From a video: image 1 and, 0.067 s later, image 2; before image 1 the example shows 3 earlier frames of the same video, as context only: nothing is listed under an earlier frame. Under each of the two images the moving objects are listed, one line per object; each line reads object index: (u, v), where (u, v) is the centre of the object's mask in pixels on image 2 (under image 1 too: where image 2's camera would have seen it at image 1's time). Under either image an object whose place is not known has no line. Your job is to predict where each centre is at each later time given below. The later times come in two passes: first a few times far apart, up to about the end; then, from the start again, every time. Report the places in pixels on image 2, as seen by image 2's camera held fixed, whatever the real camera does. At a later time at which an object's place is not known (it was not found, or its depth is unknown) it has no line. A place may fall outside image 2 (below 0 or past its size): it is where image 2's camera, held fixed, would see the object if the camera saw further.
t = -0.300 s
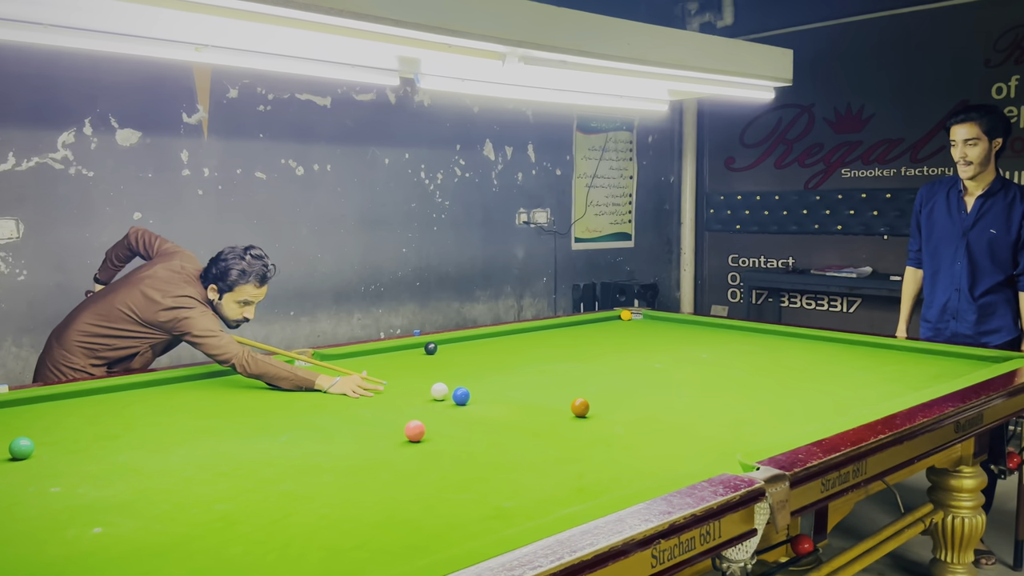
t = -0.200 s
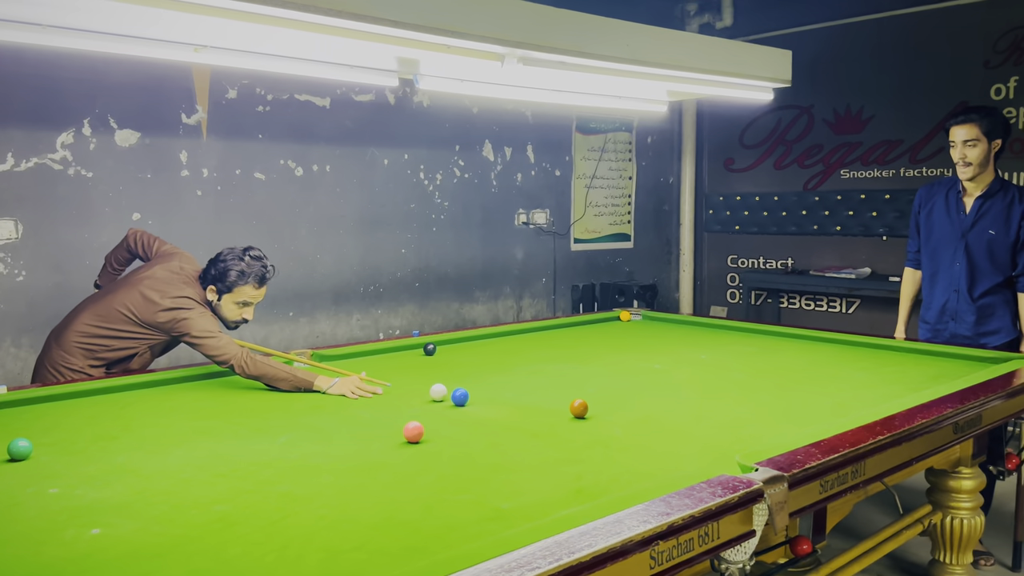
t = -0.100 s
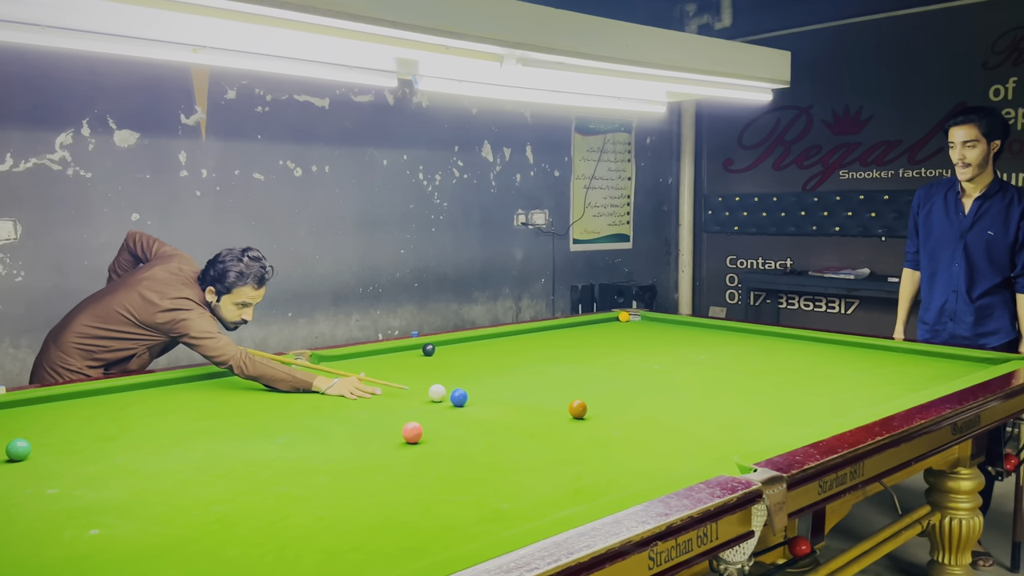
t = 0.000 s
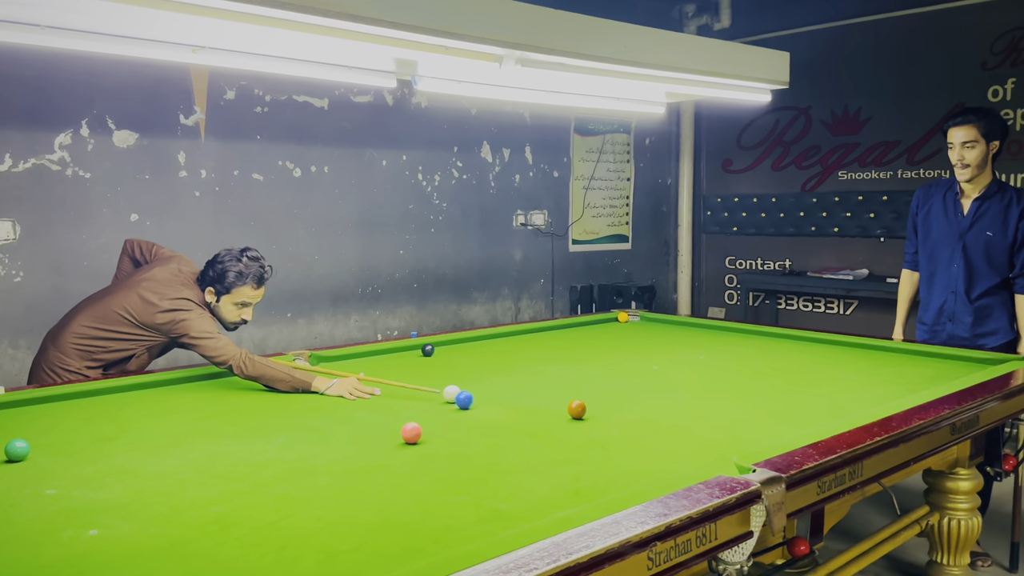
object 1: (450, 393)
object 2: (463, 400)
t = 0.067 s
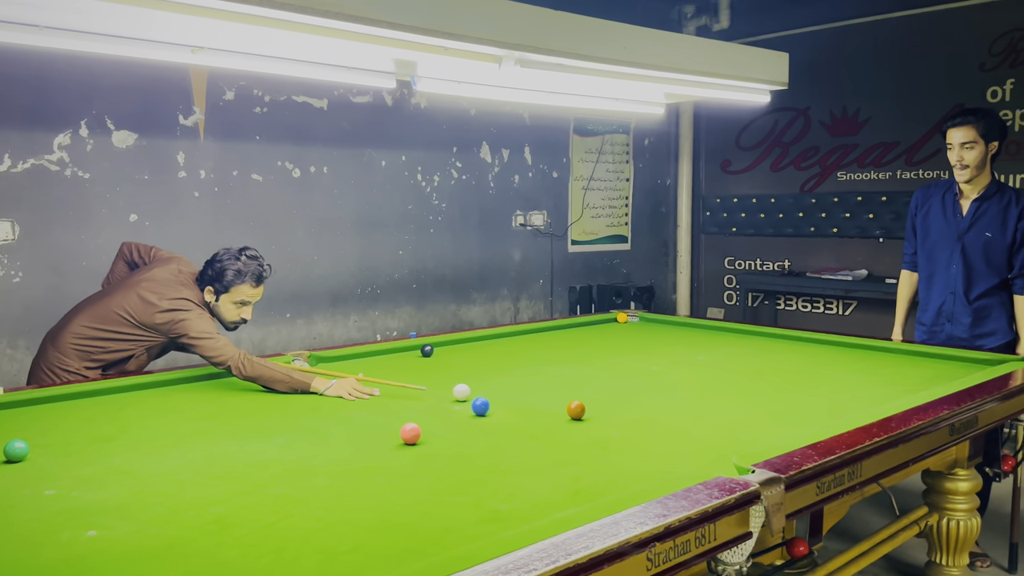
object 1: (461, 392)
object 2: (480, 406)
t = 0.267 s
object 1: (489, 386)
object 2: (527, 423)
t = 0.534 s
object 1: (521, 380)
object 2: (600, 448)
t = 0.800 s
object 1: (550, 373)
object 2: (676, 468)
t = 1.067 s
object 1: (575, 368)
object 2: (650, 448)
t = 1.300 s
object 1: (595, 364)
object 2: (631, 431)
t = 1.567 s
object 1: (614, 360)
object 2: (614, 415)
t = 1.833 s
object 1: (632, 356)
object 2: (600, 402)
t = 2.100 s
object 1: (648, 352)
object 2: (588, 391)
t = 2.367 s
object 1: (662, 349)
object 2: (578, 381)
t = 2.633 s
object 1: (673, 347)
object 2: (569, 373)
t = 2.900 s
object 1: (684, 345)
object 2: (562, 366)
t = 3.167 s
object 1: (694, 344)
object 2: (556, 361)
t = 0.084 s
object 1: (464, 391)
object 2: (484, 408)
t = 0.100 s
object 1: (466, 391)
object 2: (488, 409)
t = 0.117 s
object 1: (468, 391)
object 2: (492, 410)
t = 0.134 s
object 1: (471, 390)
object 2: (495, 412)
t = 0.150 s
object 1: (473, 390)
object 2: (499, 413)
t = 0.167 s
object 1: (475, 389)
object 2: (503, 414)
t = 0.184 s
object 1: (478, 389)
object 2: (507, 416)
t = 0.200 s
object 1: (480, 388)
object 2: (511, 417)
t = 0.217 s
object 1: (482, 388)
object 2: (515, 418)
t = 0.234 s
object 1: (484, 387)
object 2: (519, 420)
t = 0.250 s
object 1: (486, 387)
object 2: (523, 421)
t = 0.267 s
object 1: (489, 386)
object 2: (527, 423)
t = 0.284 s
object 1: (491, 386)
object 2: (532, 424)
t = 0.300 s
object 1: (493, 386)
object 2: (536, 425)
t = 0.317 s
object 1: (495, 385)
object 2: (540, 427)
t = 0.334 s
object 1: (497, 385)
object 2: (544, 428)
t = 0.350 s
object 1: (499, 384)
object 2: (549, 430)
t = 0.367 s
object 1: (501, 384)
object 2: (553, 432)
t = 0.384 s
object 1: (503, 383)
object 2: (557, 433)
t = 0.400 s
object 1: (505, 383)
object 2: (562, 435)
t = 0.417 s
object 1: (507, 383)
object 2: (567, 436)
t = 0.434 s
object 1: (509, 382)
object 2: (571, 438)
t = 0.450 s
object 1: (511, 381)
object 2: (576, 440)
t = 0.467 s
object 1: (513, 381)
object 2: (581, 441)
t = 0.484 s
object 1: (515, 381)
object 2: (585, 443)
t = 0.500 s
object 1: (517, 380)
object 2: (590, 444)
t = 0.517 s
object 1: (519, 380)
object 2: (595, 446)
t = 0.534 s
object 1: (521, 380)
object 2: (600, 448)
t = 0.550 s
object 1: (523, 379)
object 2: (605, 450)
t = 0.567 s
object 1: (525, 379)
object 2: (610, 451)
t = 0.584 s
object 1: (527, 378)
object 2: (616, 453)
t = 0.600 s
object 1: (529, 378)
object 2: (621, 455)
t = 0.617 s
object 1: (530, 378)
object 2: (626, 457)
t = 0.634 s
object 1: (532, 377)
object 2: (632, 459)
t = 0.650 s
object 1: (534, 377)
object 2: (637, 461)
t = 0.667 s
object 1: (536, 376)
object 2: (643, 463)
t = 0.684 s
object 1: (538, 376)
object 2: (648, 464)
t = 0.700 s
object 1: (539, 376)
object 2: (654, 467)
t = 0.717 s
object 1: (541, 375)
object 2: (660, 468)
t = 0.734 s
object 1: (543, 375)
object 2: (665, 468)
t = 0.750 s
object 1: (545, 374)
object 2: (671, 469)
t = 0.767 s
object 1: (546, 374)
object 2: (676, 469)
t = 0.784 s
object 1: (548, 374)
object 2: (678, 469)
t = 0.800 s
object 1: (550, 373)
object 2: (676, 468)
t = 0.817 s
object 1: (551, 373)
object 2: (674, 468)
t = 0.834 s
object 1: (553, 373)
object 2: (673, 467)
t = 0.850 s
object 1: (555, 372)
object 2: (672, 466)
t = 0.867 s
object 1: (556, 372)
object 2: (670, 465)
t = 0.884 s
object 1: (558, 372)
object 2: (668, 464)
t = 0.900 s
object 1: (560, 371)
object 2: (667, 463)
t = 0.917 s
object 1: (561, 371)
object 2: (665, 462)
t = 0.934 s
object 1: (563, 370)
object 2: (663, 460)
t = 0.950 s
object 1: (564, 370)
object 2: (661, 458)
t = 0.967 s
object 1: (566, 370)
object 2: (660, 457)
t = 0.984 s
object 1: (567, 370)
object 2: (658, 455)
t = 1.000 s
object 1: (569, 369)
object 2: (657, 454)
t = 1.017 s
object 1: (571, 369)
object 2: (655, 452)
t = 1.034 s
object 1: (572, 369)
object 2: (653, 451)
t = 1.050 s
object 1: (574, 368)
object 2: (652, 449)
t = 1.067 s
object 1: (575, 368)
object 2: (650, 448)
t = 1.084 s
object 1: (577, 368)
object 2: (649, 447)
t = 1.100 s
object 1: (578, 367)
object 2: (647, 445)
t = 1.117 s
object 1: (580, 367)
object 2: (646, 444)
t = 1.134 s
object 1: (581, 367)
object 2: (645, 443)
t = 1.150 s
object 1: (583, 366)
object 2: (643, 441)
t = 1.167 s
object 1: (584, 366)
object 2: (642, 440)
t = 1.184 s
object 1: (585, 366)
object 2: (640, 439)
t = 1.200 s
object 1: (587, 365)
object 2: (639, 438)
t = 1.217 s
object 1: (588, 365)
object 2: (638, 436)
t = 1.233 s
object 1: (589, 365)
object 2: (636, 435)
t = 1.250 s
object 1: (591, 364)
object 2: (635, 434)
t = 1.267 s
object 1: (592, 364)
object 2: (634, 433)
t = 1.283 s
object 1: (593, 364)
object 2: (633, 432)
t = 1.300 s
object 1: (595, 364)
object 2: (631, 431)
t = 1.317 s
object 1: (596, 363)
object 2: (630, 430)
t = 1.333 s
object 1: (597, 363)
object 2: (629, 428)
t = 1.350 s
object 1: (599, 363)
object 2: (628, 427)
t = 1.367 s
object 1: (600, 363)
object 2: (627, 426)
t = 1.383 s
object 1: (601, 362)
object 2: (626, 425)
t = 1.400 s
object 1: (602, 362)
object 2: (625, 424)
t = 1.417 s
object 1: (604, 362)
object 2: (623, 423)
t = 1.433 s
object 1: (605, 361)
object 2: (622, 423)
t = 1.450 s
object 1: (606, 361)
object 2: (621, 421)
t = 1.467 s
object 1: (607, 361)
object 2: (620, 421)
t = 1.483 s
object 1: (608, 361)
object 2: (619, 420)
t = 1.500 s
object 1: (610, 360)
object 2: (618, 419)
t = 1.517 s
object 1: (611, 360)
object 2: (617, 418)
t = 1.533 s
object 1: (612, 360)
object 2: (616, 417)
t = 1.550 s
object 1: (613, 360)
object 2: (615, 416)
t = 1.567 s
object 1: (614, 360)
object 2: (614, 415)
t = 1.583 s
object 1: (615, 359)
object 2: (613, 414)
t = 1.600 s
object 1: (616, 359)
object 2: (612, 413)
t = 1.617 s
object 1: (618, 359)
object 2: (611, 412)
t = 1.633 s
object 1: (619, 359)
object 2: (610, 411)
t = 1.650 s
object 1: (620, 358)
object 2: (609, 410)
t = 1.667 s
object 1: (621, 358)
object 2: (609, 409)
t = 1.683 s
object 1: (622, 358)
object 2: (608, 409)
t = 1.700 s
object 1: (623, 358)
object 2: (607, 408)
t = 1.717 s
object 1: (624, 357)
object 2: (606, 407)
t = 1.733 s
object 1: (626, 357)
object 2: (605, 406)
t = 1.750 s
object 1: (627, 357)
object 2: (604, 405)
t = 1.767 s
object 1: (628, 357)
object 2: (603, 405)
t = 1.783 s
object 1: (629, 357)
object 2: (602, 404)
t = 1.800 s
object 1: (630, 356)
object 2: (602, 403)
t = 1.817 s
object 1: (631, 356)
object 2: (601, 402)
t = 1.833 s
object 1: (632, 356)
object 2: (600, 402)
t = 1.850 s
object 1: (633, 355)
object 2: (599, 401)
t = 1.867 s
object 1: (634, 355)
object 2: (598, 400)
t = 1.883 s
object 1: (635, 355)
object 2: (597, 400)
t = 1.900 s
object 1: (636, 355)
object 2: (597, 399)
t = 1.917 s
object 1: (637, 355)
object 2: (596, 398)
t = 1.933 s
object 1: (638, 354)
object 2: (595, 397)
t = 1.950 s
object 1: (639, 354)
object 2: (594, 397)
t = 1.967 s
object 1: (640, 354)
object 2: (594, 396)
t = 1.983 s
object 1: (641, 354)
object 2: (593, 395)
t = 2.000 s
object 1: (642, 353)
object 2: (592, 395)
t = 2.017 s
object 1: (643, 353)
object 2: (591, 394)
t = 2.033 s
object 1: (644, 353)
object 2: (590, 393)
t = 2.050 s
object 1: (645, 353)
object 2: (590, 393)
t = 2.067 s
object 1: (646, 353)
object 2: (589, 392)
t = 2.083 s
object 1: (647, 352)
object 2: (588, 391)
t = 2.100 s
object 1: (648, 352)
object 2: (588, 391)
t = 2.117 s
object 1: (649, 352)
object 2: (587, 390)
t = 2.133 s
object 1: (650, 352)
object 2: (586, 389)
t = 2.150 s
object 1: (650, 352)
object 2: (586, 389)
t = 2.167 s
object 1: (651, 352)
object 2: (585, 388)
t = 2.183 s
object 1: (652, 351)
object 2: (585, 387)
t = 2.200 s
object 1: (653, 351)
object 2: (584, 387)
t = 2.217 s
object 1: (654, 351)
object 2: (583, 386)
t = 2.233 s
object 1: (655, 351)
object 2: (582, 386)
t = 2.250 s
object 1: (656, 351)
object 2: (582, 385)
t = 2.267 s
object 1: (657, 351)
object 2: (581, 384)
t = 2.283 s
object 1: (657, 350)
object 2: (581, 384)
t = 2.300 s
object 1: (658, 350)
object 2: (580, 383)
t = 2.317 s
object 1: (659, 350)
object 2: (579, 383)
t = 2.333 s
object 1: (660, 350)
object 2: (579, 382)
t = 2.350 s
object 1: (661, 350)
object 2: (578, 382)
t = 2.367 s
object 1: (662, 349)
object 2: (578, 381)
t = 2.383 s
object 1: (663, 349)
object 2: (577, 381)
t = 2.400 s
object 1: (663, 349)
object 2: (576, 380)
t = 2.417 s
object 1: (664, 349)
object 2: (576, 380)
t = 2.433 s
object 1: (665, 349)
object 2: (575, 379)
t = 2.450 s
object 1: (666, 349)
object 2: (575, 379)
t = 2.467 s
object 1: (666, 348)
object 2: (574, 378)
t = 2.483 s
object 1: (667, 348)
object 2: (574, 378)
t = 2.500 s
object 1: (668, 348)
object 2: (573, 377)
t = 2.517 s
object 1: (669, 348)
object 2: (572, 377)
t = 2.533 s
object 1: (669, 348)
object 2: (572, 376)
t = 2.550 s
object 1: (670, 348)
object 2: (572, 375)
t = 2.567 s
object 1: (671, 347)
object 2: (571, 375)
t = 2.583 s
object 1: (671, 348)
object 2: (570, 374)
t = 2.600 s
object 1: (672, 347)
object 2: (570, 374)
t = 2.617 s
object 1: (673, 347)
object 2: (569, 373)
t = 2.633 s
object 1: (673, 347)
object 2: (569, 373)
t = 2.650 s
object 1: (674, 347)
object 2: (568, 373)
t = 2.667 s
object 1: (675, 347)
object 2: (568, 372)
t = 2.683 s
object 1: (676, 347)
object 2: (567, 372)
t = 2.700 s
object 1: (676, 347)
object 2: (567, 371)
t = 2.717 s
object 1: (677, 346)
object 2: (566, 371)
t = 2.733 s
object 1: (677, 346)
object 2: (566, 371)
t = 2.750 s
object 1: (678, 346)
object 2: (565, 370)
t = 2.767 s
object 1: (679, 346)
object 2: (565, 369)
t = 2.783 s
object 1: (680, 346)
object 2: (565, 369)
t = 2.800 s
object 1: (680, 346)
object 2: (564, 369)
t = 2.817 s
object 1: (681, 346)
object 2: (564, 368)
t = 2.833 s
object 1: (681, 346)
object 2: (563, 368)
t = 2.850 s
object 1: (682, 346)
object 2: (563, 367)
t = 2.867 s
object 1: (683, 345)
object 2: (563, 367)
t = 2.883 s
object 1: (683, 345)
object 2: (562, 367)
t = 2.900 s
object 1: (684, 345)
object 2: (562, 366)
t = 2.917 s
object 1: (685, 345)
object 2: (561, 366)
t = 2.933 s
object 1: (685, 345)
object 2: (561, 366)
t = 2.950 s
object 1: (686, 345)
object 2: (560, 365)
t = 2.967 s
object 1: (687, 345)
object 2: (560, 365)
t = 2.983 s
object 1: (688, 345)
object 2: (560, 365)
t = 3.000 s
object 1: (688, 345)
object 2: (560, 364)
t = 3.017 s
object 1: (689, 345)
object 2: (559, 364)
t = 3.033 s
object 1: (689, 345)
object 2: (559, 364)
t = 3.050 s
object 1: (690, 345)
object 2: (558, 363)
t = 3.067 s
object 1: (691, 344)
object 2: (558, 363)
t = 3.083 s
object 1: (691, 345)
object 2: (558, 363)
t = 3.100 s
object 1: (692, 344)
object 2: (557, 362)
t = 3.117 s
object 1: (693, 344)
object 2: (557, 362)
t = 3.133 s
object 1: (693, 344)
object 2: (557, 362)
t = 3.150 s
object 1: (694, 344)
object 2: (556, 361)
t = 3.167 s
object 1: (694, 344)
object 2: (556, 361)
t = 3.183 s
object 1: (695, 344)
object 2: (556, 361)
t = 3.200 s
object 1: (696, 344)
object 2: (556, 360)
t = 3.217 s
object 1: (696, 344)
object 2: (555, 360)
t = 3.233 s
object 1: (697, 344)
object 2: (555, 360)
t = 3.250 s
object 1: (697, 343)
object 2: (554, 360)
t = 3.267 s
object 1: (698, 344)
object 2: (555, 359)
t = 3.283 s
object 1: (698, 344)
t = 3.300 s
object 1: (699, 344)
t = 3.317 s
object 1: (700, 343)
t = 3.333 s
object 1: (700, 343)
